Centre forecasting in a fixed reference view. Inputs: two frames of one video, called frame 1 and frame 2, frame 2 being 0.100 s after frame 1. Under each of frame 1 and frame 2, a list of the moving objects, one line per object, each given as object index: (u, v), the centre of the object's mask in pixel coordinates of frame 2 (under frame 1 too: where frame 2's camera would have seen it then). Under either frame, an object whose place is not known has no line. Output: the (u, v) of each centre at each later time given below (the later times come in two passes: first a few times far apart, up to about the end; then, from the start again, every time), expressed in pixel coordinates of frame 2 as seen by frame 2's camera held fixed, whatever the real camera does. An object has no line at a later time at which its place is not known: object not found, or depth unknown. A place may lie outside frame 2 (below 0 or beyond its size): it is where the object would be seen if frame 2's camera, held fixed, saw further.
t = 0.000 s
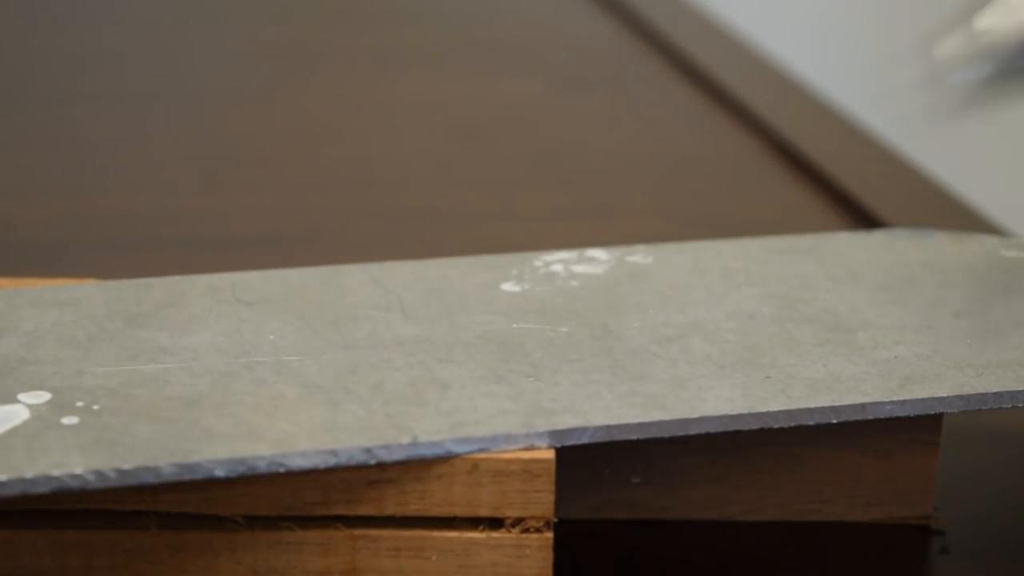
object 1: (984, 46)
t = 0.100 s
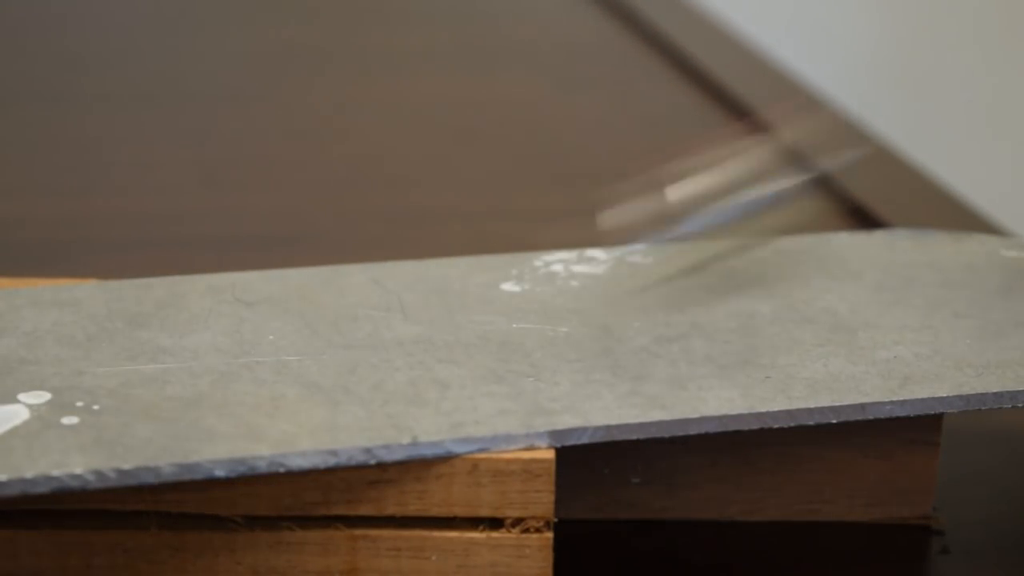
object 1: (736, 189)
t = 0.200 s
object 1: (397, 301)
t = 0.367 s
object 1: (136, 359)
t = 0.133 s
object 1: (622, 235)
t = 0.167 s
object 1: (501, 268)
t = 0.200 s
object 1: (397, 301)
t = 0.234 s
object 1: (300, 320)
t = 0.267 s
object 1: (236, 335)
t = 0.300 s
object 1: (190, 347)
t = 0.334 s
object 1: (157, 354)
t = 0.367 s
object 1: (136, 359)
